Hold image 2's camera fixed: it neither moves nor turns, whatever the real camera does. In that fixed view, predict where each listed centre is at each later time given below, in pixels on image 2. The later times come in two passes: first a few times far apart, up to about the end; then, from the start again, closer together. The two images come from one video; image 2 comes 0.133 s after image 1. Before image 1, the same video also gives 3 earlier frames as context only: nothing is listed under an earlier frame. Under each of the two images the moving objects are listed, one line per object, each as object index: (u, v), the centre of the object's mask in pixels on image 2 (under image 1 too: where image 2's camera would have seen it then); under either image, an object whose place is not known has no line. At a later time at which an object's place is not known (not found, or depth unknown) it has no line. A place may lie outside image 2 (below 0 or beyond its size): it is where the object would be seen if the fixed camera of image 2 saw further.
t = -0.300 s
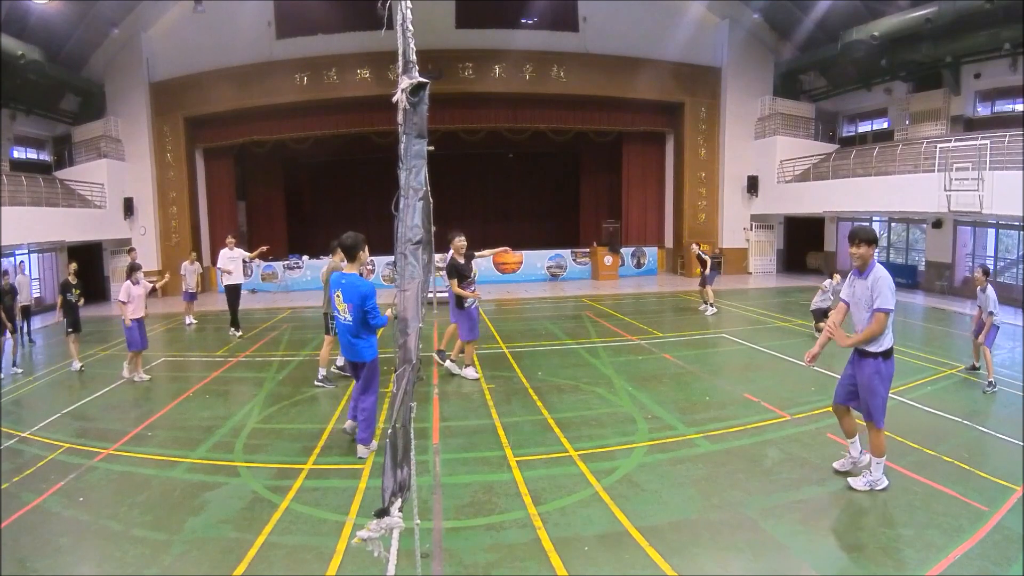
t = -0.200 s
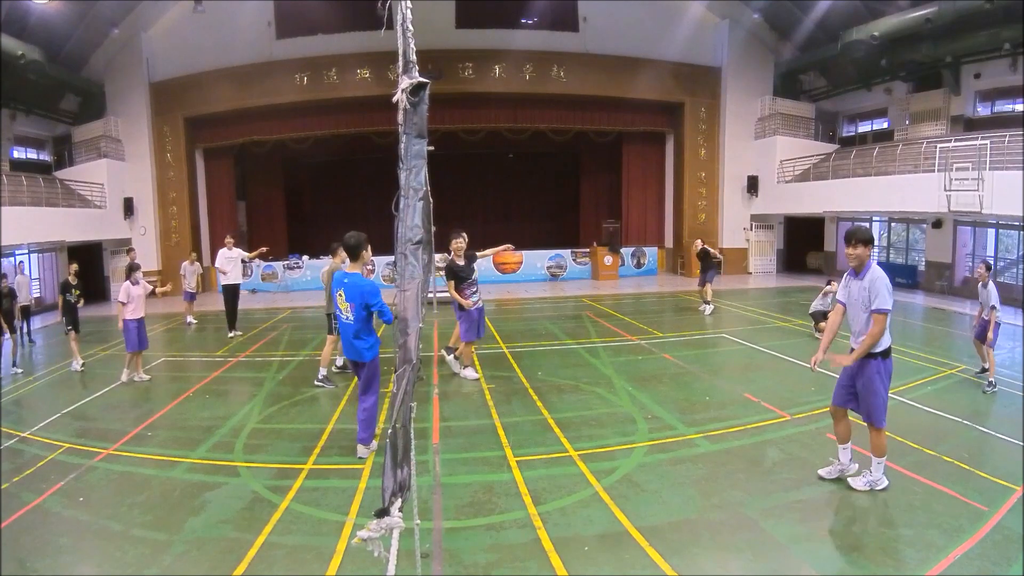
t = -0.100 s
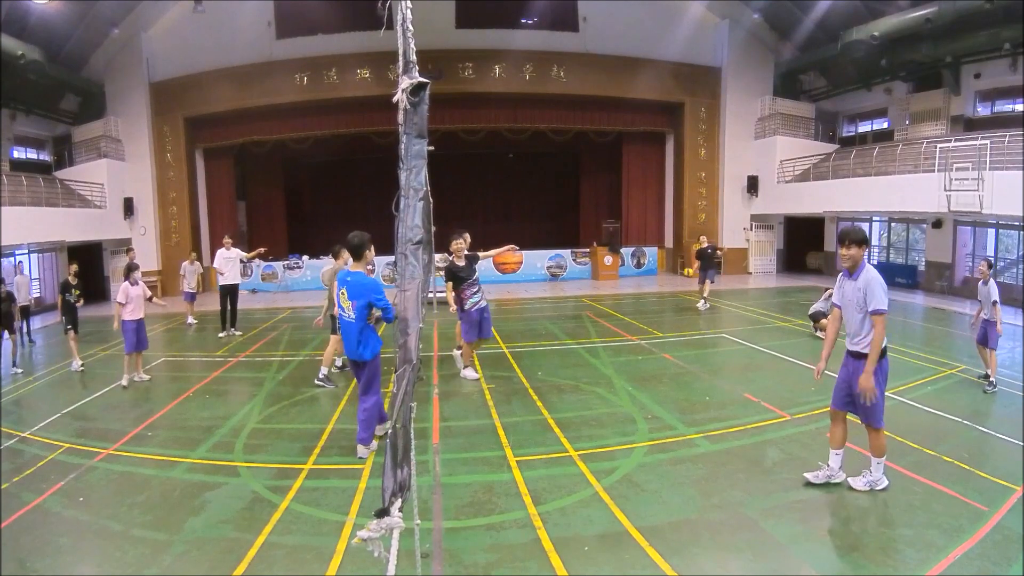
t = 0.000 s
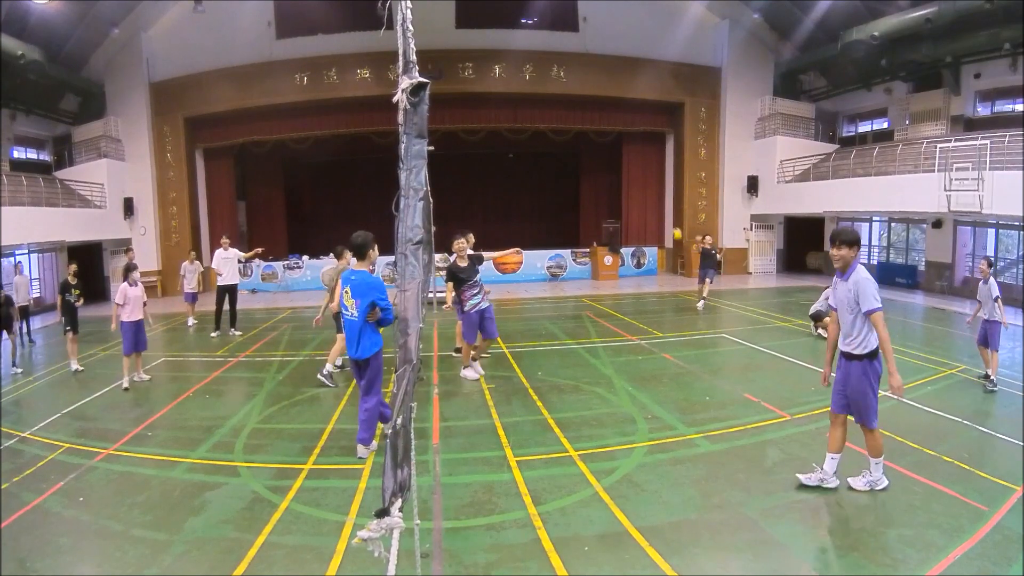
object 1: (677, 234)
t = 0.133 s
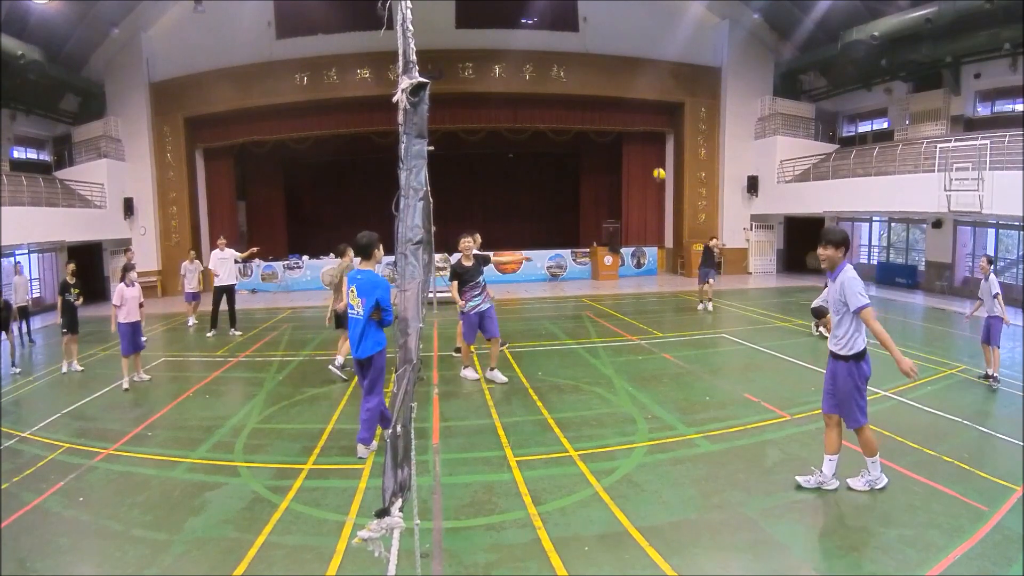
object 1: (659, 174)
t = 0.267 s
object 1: (637, 118)
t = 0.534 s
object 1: (570, 20)
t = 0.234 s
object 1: (643, 132)
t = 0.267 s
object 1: (637, 118)
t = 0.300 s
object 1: (630, 105)
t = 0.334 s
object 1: (623, 91)
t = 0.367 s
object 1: (615, 77)
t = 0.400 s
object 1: (607, 66)
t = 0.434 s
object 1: (598, 53)
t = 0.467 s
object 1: (589, 41)
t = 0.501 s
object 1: (580, 30)
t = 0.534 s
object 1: (570, 20)
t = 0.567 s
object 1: (559, 10)
